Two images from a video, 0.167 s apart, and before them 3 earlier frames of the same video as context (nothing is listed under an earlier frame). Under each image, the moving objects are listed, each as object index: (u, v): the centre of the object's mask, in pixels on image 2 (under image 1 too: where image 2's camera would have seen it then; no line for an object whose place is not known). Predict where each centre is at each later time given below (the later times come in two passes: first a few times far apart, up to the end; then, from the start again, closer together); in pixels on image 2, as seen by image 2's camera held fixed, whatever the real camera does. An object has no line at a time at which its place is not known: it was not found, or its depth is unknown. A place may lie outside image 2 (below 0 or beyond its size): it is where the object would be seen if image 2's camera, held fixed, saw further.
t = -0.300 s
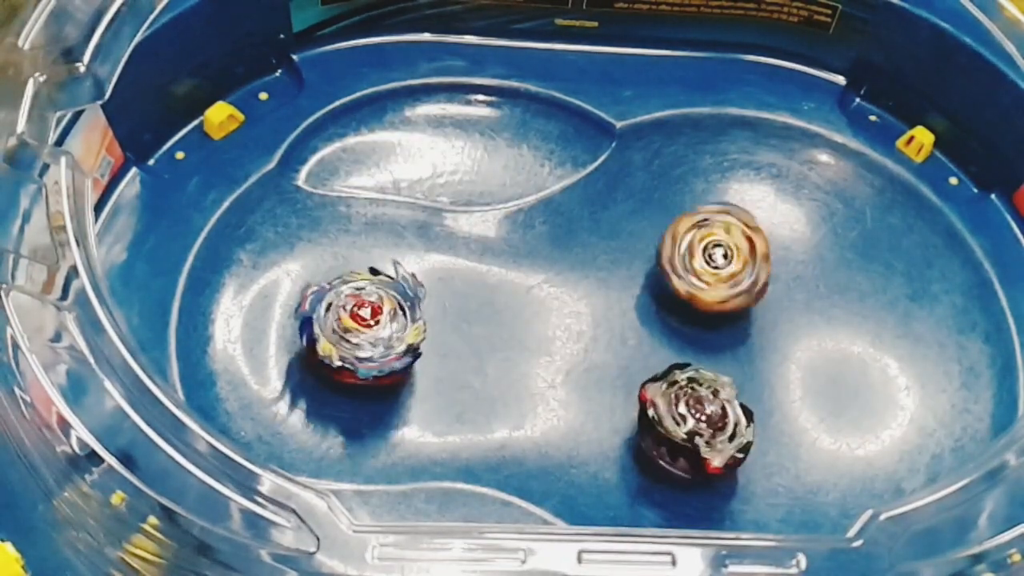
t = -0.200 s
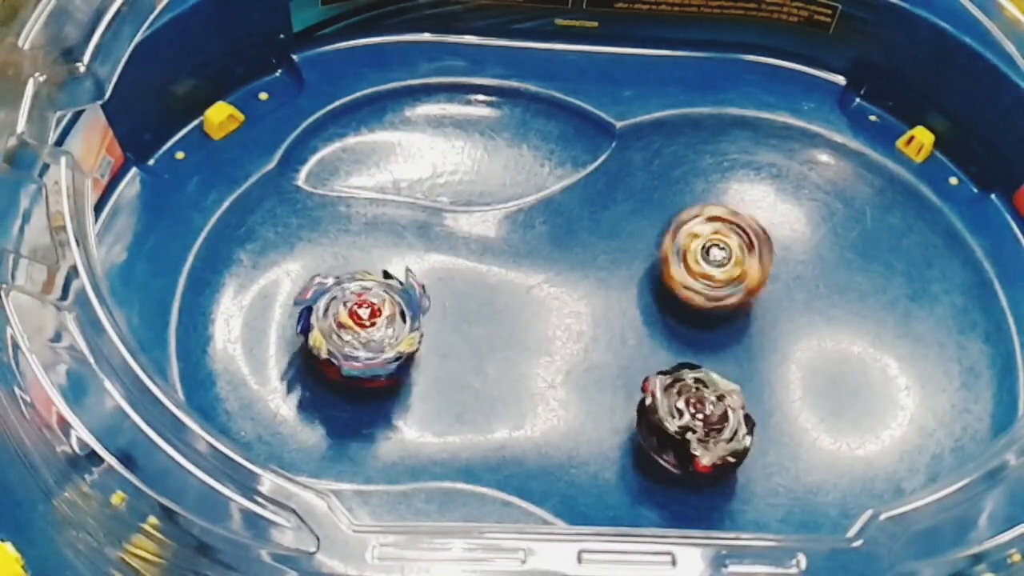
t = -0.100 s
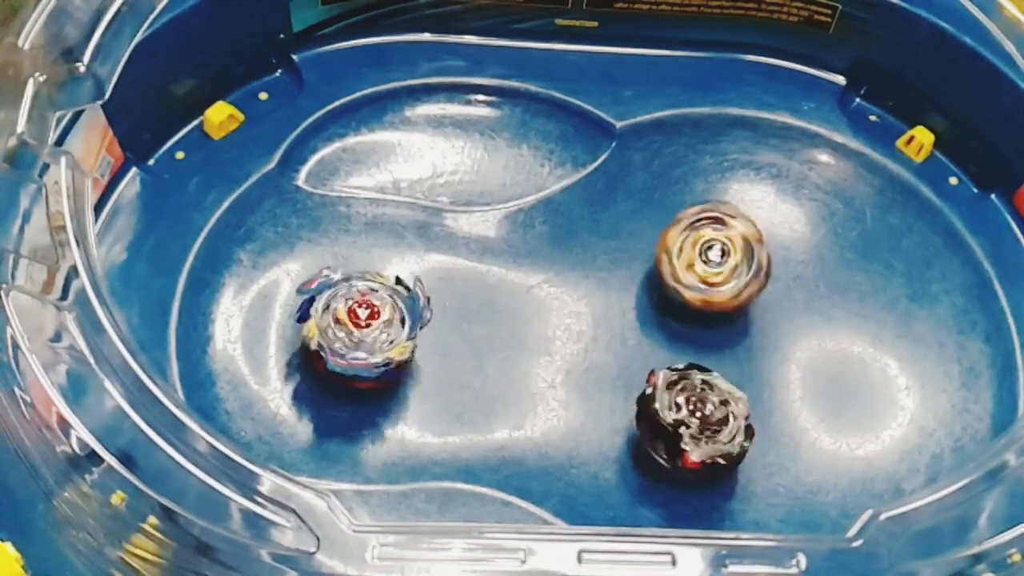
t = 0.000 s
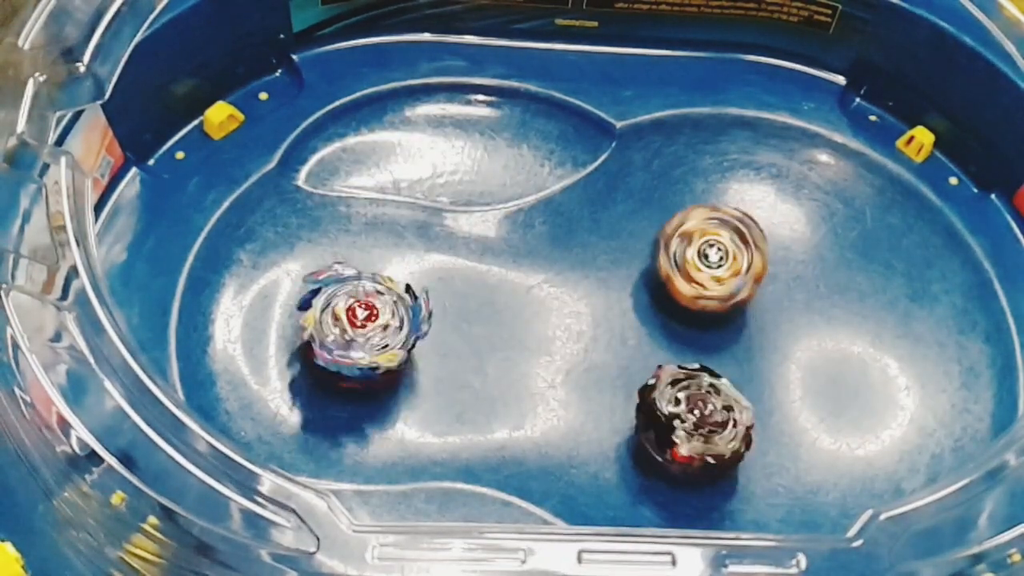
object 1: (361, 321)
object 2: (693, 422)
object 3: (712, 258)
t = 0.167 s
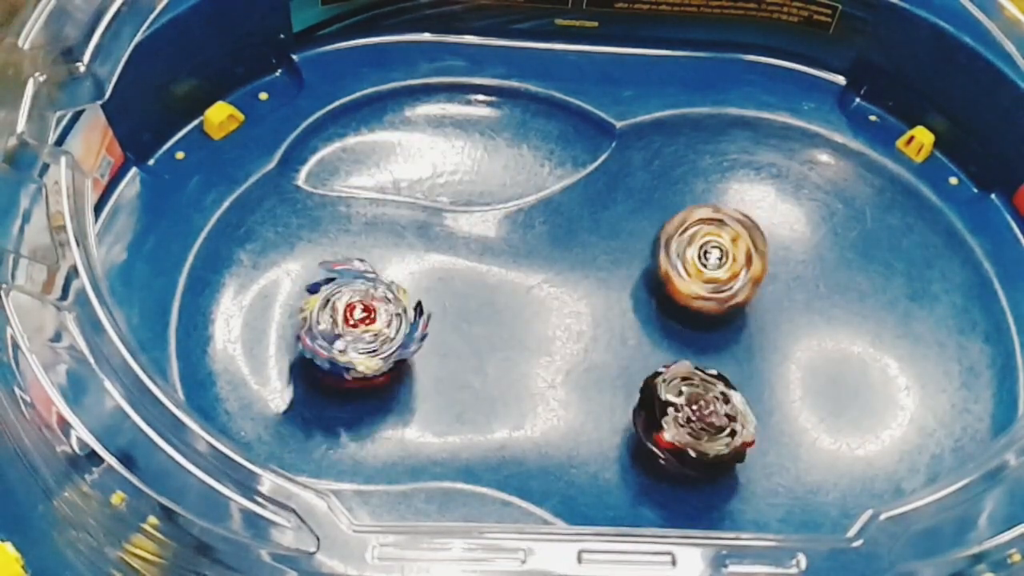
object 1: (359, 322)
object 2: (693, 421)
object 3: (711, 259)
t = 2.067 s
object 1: (333, 328)
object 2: (695, 411)
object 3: (692, 261)
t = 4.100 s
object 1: (308, 337)
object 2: (702, 399)
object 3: (672, 263)
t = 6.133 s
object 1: (309, 322)
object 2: (806, 339)
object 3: (672, 403)
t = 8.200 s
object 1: (815, 412)
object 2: (693, 315)
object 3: (825, 261)
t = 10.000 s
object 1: (803, 383)
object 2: (688, 450)
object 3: (656, 297)
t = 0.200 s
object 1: (358, 322)
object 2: (693, 421)
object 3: (711, 259)
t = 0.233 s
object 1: (358, 323)
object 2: (693, 421)
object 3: (711, 260)
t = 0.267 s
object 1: (358, 323)
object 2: (692, 421)
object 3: (711, 259)
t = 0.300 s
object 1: (357, 323)
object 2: (692, 420)
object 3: (711, 258)
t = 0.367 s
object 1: (356, 323)
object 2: (692, 420)
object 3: (708, 258)
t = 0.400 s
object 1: (356, 324)
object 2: (693, 419)
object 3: (709, 258)
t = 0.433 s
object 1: (355, 324)
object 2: (693, 420)
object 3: (708, 258)
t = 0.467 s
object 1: (354, 324)
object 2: (693, 420)
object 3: (708, 258)
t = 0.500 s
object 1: (353, 324)
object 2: (693, 419)
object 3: (707, 258)
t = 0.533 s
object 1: (353, 325)
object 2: (693, 419)
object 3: (706, 259)
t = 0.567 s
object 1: (352, 325)
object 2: (694, 419)
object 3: (707, 260)
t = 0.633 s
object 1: (351, 325)
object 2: (694, 420)
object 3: (707, 260)
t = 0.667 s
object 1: (351, 324)
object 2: (693, 420)
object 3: (707, 259)
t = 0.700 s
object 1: (350, 325)
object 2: (693, 420)
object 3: (706, 260)
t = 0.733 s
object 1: (349, 324)
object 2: (693, 420)
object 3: (706, 260)
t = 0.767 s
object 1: (350, 323)
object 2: (693, 419)
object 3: (706, 260)
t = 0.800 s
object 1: (350, 325)
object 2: (694, 419)
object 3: (706, 259)
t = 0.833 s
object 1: (349, 326)
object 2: (694, 418)
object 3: (705, 258)
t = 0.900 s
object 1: (349, 325)
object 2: (693, 419)
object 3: (704, 259)
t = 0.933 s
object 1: (348, 326)
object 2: (694, 419)
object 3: (704, 259)
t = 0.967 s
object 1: (347, 325)
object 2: (693, 419)
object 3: (703, 259)
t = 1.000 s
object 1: (347, 325)
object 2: (694, 418)
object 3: (703, 259)
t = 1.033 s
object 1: (347, 325)
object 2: (694, 418)
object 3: (702, 259)
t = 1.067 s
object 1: (347, 326)
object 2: (694, 418)
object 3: (702, 260)
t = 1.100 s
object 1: (346, 326)
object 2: (694, 418)
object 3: (702, 261)
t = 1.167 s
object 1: (345, 326)
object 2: (694, 417)
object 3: (702, 260)
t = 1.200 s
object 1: (344, 325)
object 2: (694, 417)
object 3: (701, 261)
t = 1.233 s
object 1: (344, 326)
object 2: (694, 417)
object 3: (702, 260)
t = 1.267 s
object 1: (342, 327)
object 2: (694, 414)
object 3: (702, 260)
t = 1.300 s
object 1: (342, 327)
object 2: (694, 414)
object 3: (701, 260)
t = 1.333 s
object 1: (342, 325)
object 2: (694, 415)
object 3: (701, 259)
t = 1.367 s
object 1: (341, 326)
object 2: (694, 415)
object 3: (699, 259)
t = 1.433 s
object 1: (340, 326)
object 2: (693, 415)
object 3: (698, 260)
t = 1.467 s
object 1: (339, 327)
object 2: (693, 415)
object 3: (698, 260)
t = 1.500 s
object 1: (339, 327)
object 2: (693, 415)
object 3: (698, 260)
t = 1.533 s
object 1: (338, 326)
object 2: (693, 415)
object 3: (697, 259)
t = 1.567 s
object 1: (338, 327)
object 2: (693, 415)
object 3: (696, 261)
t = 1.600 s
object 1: (338, 326)
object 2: (692, 415)
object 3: (697, 262)
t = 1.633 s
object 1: (338, 326)
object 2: (692, 415)
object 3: (697, 262)
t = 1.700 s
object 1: (338, 327)
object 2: (693, 413)
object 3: (697, 261)
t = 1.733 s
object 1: (338, 326)
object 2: (693, 414)
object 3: (696, 261)
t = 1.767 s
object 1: (338, 326)
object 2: (693, 412)
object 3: (697, 261)
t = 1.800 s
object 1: (338, 326)
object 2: (694, 412)
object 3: (696, 261)
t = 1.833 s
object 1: (337, 326)
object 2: (694, 411)
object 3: (696, 260)
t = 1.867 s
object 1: (336, 327)
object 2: (694, 412)
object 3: (695, 259)
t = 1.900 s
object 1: (336, 328)
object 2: (694, 412)
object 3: (694, 260)
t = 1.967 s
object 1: (336, 327)
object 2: (694, 411)
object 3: (694, 261)
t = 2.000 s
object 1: (335, 327)
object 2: (695, 411)
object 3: (693, 260)
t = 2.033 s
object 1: (334, 329)
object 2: (695, 411)
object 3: (693, 260)
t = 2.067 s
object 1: (333, 328)
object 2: (695, 411)
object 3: (692, 261)
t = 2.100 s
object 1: (333, 329)
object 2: (695, 411)
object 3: (692, 262)
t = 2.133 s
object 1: (332, 329)
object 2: (695, 411)
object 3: (692, 262)
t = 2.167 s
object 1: (332, 329)
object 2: (695, 410)
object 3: (692, 262)
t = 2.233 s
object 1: (330, 329)
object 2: (695, 410)
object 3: (692, 261)
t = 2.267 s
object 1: (330, 329)
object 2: (695, 410)
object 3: (692, 262)
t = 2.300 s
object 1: (329, 328)
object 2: (696, 410)
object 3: (692, 262)
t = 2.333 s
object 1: (329, 327)
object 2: (695, 410)
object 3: (692, 260)
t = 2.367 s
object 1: (328, 329)
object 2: (695, 410)
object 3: (691, 260)
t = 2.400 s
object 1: (328, 329)
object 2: (695, 410)
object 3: (689, 260)
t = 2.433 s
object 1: (327, 329)
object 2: (695, 410)
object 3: (689, 261)
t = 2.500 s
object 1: (327, 329)
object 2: (695, 411)
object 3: (688, 261)
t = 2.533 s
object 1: (327, 329)
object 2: (695, 411)
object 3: (688, 261)
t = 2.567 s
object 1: (327, 330)
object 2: (695, 410)
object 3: (687, 261)
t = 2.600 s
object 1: (326, 330)
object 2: (696, 410)
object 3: (687, 262)
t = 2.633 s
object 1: (326, 330)
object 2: (696, 410)
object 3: (687, 263)
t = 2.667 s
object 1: (326, 330)
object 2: (696, 410)
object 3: (688, 263)
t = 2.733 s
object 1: (325, 329)
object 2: (696, 408)
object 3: (687, 262)
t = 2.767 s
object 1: (325, 329)
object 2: (696, 408)
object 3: (687, 262)
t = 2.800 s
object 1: (324, 330)
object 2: (695, 409)
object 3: (686, 263)
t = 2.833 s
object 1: (324, 330)
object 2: (696, 408)
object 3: (687, 261)
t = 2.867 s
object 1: (324, 330)
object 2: (696, 406)
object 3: (686, 261)
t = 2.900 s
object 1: (323, 330)
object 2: (696, 406)
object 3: (685, 261)
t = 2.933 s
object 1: (323, 331)
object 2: (696, 407)
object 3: (684, 262)
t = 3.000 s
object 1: (322, 330)
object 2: (696, 407)
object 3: (683, 262)
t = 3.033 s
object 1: (321, 330)
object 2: (696, 407)
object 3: (683, 262)
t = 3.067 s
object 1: (320, 331)
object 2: (696, 406)
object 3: (683, 261)
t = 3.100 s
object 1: (320, 331)
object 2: (696, 406)
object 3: (682, 263)
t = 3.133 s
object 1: (319, 331)
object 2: (696, 406)
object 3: (682, 264)
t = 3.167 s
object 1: (318, 331)
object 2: (697, 405)
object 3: (682, 264)
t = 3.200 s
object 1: (318, 330)
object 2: (697, 405)
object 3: (682, 263)
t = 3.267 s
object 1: (317, 331)
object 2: (697, 405)
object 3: (681, 263)
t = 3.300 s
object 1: (316, 331)
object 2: (698, 404)
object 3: (681, 264)
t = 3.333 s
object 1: (316, 331)
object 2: (698, 404)
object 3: (681, 264)
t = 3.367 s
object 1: (315, 331)
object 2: (698, 404)
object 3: (681, 263)
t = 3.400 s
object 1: (315, 331)
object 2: (698, 404)
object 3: (680, 262)
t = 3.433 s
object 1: (315, 331)
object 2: (698, 404)
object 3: (679, 262)
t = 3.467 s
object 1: (315, 331)
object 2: (698, 404)
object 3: (678, 264)
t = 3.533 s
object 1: (315, 333)
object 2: (699, 404)
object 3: (678, 262)
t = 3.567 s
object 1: (315, 332)
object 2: (698, 404)
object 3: (677, 263)
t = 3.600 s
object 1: (314, 334)
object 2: (699, 402)
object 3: (677, 263)
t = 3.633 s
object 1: (314, 334)
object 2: (700, 402)
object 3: (677, 265)
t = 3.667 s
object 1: (314, 333)
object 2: (700, 403)
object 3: (677, 265)
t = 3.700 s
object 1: (313, 334)
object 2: (700, 402)
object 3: (677, 264)
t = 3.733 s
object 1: (311, 335)
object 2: (700, 402)
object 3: (677, 264)
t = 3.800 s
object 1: (311, 335)
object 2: (700, 402)
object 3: (676, 265)
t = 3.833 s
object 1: (311, 336)
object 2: (700, 403)
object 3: (677, 264)
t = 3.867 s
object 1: (311, 336)
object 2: (700, 402)
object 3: (676, 263)
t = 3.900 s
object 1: (310, 336)
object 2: (700, 403)
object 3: (676, 263)
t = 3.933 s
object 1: (310, 336)
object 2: (701, 402)
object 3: (674, 263)
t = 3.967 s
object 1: (309, 336)
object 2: (701, 402)
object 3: (673, 264)
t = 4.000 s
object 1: (309, 335)
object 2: (701, 401)
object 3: (674, 264)
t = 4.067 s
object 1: (308, 337)
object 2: (701, 401)
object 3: (673, 263)
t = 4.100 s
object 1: (308, 337)
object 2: (702, 399)
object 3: (672, 263)
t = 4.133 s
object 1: (308, 336)
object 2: (702, 400)
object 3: (672, 265)
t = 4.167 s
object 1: (308, 337)
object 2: (702, 401)
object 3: (672, 266)
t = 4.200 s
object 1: (307, 336)
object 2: (702, 398)
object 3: (672, 265)
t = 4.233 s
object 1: (308, 336)
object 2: (701, 400)
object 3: (672, 265)
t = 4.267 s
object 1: (308, 336)
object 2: (702, 397)
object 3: (672, 265)
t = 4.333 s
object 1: (307, 337)
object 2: (702, 398)
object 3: (671, 266)
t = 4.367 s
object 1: (307, 335)
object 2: (702, 398)
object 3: (671, 264)
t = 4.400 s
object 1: (307, 336)
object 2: (701, 398)
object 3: (670, 265)
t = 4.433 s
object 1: (306, 336)
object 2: (702, 397)
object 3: (670, 264)
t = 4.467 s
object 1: (306, 336)
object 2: (702, 398)
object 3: (669, 264)
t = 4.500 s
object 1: (306, 337)
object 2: (703, 397)
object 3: (669, 265)
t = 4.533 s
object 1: (305, 336)
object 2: (702, 399)
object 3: (668, 265)
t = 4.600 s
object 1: (304, 336)
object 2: (704, 397)
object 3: (667, 265)
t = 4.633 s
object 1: (304, 338)
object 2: (704, 397)
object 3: (667, 266)
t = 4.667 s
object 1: (303, 338)
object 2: (704, 396)
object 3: (666, 267)
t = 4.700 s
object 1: (303, 338)
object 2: (704, 396)
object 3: (667, 267)
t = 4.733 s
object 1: (302, 338)
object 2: (704, 396)
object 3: (667, 266)
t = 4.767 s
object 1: (302, 339)
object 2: (703, 397)
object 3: (667, 266)
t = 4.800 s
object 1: (302, 339)
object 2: (704, 396)
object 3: (666, 266)
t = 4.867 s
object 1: (301, 339)
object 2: (706, 395)
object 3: (666, 266)
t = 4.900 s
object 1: (301, 339)
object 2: (705, 396)
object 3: (666, 265)
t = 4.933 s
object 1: (300, 339)
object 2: (706, 394)
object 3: (665, 265)
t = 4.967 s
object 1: (300, 339)
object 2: (706, 396)
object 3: (664, 265)
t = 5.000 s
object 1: (299, 340)
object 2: (707, 393)
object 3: (663, 266)
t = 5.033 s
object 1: (299, 340)
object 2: (707, 394)
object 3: (663, 266)
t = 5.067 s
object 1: (299, 340)
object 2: (707, 395)
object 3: (663, 266)
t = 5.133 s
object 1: (299, 339)
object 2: (707, 395)
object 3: (661, 266)
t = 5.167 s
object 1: (299, 339)
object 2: (707, 395)
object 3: (661, 267)
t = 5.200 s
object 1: (299, 341)
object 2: (708, 395)
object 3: (659, 266)
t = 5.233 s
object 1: (296, 346)
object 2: (718, 389)
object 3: (648, 270)
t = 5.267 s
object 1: (292, 352)
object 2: (723, 388)
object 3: (638, 274)
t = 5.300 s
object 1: (295, 356)
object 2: (731, 389)
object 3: (628, 276)
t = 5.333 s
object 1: (298, 361)
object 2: (742, 388)
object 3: (617, 280)
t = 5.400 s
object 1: (315, 365)
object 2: (761, 392)
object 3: (594, 290)
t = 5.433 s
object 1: (325, 368)
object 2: (771, 393)
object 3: (584, 296)
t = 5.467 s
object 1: (337, 366)
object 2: (781, 396)
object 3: (573, 302)
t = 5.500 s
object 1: (351, 364)
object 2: (788, 397)
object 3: (563, 307)
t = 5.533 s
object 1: (365, 361)
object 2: (795, 399)
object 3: (552, 311)
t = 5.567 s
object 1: (380, 357)
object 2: (800, 402)
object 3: (540, 317)
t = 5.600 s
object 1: (394, 352)
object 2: (799, 406)
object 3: (530, 323)
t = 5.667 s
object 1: (371, 361)
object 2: (797, 403)
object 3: (555, 323)
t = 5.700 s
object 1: (351, 365)
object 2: (796, 402)
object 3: (576, 322)
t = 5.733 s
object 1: (335, 366)
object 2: (796, 401)
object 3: (593, 323)
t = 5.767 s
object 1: (324, 365)
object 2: (793, 398)
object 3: (605, 327)
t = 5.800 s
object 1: (314, 362)
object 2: (790, 395)
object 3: (614, 332)
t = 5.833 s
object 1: (303, 357)
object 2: (788, 389)
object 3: (619, 339)
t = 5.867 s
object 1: (291, 353)
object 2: (786, 382)
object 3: (624, 345)
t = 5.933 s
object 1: (273, 345)
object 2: (786, 371)
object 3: (635, 359)
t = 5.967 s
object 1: (274, 343)
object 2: (788, 363)
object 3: (642, 368)
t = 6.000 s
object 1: (273, 340)
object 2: (791, 355)
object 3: (648, 376)
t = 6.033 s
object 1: (280, 340)
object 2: (794, 352)
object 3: (655, 383)
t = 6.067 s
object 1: (284, 336)
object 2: (799, 345)
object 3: (661, 391)
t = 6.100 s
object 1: (295, 328)
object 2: (802, 341)
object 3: (666, 397)
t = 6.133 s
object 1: (309, 322)
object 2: (806, 339)
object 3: (672, 403)
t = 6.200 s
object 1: (331, 316)
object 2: (807, 338)
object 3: (683, 414)
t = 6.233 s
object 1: (341, 313)
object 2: (806, 337)
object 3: (688, 418)
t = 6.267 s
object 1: (355, 310)
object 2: (802, 335)
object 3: (692, 421)
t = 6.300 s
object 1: (368, 310)
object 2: (797, 336)
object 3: (697, 422)
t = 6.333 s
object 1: (381, 313)
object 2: (796, 337)
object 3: (703, 426)
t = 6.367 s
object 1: (392, 318)
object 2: (793, 337)
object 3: (707, 427)
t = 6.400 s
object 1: (401, 323)
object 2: (784, 339)
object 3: (711, 426)
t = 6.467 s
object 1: (415, 340)
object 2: (771, 336)
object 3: (723, 427)
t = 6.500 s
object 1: (421, 347)
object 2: (766, 334)
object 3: (727, 427)
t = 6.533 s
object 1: (428, 354)
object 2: (764, 329)
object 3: (731, 430)
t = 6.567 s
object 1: (431, 362)
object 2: (766, 286)
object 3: (734, 472)
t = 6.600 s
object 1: (435, 370)
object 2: (766, 255)
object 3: (734, 489)
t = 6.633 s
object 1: (437, 381)
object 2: (761, 229)
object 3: (729, 493)
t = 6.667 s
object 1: (437, 390)
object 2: (754, 210)
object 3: (722, 497)
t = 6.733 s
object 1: (436, 406)
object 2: (730, 200)
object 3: (706, 493)
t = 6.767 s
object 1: (433, 414)
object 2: (723, 200)
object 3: (698, 491)
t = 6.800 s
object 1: (429, 422)
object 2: (720, 198)
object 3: (693, 487)
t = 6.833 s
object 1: (425, 428)
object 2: (713, 202)
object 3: (687, 481)
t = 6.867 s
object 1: (425, 428)
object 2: (702, 210)
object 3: (687, 475)
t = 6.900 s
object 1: (429, 425)
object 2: (692, 220)
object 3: (686, 465)
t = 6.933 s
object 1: (429, 420)
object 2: (687, 229)
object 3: (688, 460)
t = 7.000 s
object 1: (433, 402)
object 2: (684, 251)
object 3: (692, 447)
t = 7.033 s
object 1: (434, 393)
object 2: (675, 272)
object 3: (698, 441)
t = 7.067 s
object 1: (436, 384)
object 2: (669, 286)
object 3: (704, 432)
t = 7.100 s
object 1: (441, 373)
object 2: (667, 302)
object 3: (712, 424)
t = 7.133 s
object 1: (446, 365)
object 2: (664, 316)
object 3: (720, 417)
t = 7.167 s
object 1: (454, 358)
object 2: (654, 313)
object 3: (737, 420)
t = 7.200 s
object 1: (464, 353)
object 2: (641, 311)
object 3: (754, 424)
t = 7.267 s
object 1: (482, 351)
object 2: (620, 304)
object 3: (779, 417)
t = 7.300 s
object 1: (491, 353)
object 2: (618, 295)
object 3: (787, 410)
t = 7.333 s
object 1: (497, 357)
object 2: (621, 288)
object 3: (792, 402)
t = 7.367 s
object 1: (504, 362)
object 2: (623, 285)
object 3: (798, 394)
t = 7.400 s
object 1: (512, 366)
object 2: (627, 285)
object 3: (805, 385)
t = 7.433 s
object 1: (523, 372)
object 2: (628, 295)
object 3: (809, 377)
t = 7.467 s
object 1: (535, 378)
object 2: (635, 299)
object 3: (813, 369)
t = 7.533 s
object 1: (562, 393)
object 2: (645, 300)
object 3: (822, 354)
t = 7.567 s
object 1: (576, 403)
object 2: (653, 294)
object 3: (823, 350)
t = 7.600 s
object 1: (593, 410)
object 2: (661, 290)
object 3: (824, 343)
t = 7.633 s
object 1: (610, 418)
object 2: (674, 286)
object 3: (826, 338)
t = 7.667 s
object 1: (628, 427)
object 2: (685, 289)
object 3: (824, 334)
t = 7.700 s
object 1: (648, 428)
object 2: (691, 295)
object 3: (820, 328)
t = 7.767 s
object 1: (686, 435)
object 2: (691, 303)
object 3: (817, 320)
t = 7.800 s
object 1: (703, 439)
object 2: (688, 304)
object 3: (817, 316)
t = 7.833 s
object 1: (718, 443)
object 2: (688, 305)
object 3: (816, 312)
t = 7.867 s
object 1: (736, 440)
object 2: (689, 305)
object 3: (816, 310)
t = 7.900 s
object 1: (753, 439)
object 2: (676, 304)
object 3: (824, 309)
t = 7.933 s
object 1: (770, 433)
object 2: (668, 301)
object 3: (830, 305)
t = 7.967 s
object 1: (786, 429)
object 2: (666, 301)
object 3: (832, 304)
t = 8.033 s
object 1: (811, 415)
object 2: (675, 311)
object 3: (826, 299)
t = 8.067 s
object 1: (813, 414)
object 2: (684, 313)
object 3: (819, 292)
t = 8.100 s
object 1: (813, 406)
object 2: (692, 314)
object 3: (814, 284)
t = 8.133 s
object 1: (813, 404)
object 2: (697, 310)
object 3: (819, 277)
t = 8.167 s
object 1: (813, 409)
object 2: (696, 313)
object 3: (821, 267)
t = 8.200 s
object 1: (815, 412)
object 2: (693, 315)
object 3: (825, 261)
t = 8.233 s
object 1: (816, 414)
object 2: (691, 315)
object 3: (821, 260)
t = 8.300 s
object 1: (815, 412)
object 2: (694, 315)
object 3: (814, 264)
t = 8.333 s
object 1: (813, 409)
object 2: (696, 314)
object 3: (806, 265)
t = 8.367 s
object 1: (810, 405)
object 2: (688, 318)
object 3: (806, 265)
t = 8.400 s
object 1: (807, 397)
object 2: (668, 326)
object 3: (811, 261)
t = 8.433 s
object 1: (809, 387)
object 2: (649, 331)
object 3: (810, 262)
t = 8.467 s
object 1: (815, 381)
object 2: (642, 329)
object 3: (805, 263)
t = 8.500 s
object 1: (819, 379)
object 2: (641, 332)
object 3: (801, 266)
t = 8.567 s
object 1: (827, 377)
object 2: (645, 340)
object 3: (790, 269)
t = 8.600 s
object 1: (826, 377)
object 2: (649, 343)
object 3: (781, 268)
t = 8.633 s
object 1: (823, 377)
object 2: (654, 348)
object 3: (775, 271)
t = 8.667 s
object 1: (818, 379)
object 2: (661, 351)
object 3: (766, 271)
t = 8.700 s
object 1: (812, 382)
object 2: (669, 352)
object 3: (760, 273)
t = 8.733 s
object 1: (805, 387)
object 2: (672, 352)
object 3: (751, 273)
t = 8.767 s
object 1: (802, 392)
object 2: (663, 363)
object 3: (749, 265)
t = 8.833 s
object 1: (802, 400)
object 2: (656, 371)
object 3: (744, 265)
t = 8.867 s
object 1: (801, 399)
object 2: (657, 372)
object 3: (738, 270)
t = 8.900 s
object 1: (801, 395)
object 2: (658, 373)
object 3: (730, 274)
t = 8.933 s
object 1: (802, 391)
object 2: (658, 374)
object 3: (723, 279)
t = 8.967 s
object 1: (804, 387)
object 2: (659, 383)
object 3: (717, 279)
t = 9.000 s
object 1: (807, 383)
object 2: (661, 392)
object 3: (711, 278)
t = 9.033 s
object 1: (810, 381)
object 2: (664, 394)
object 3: (708, 281)
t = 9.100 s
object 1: (808, 382)
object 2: (664, 398)
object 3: (696, 292)
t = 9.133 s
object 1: (804, 385)
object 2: (662, 402)
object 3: (693, 292)
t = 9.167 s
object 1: (803, 388)
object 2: (661, 404)
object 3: (688, 294)
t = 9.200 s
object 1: (801, 391)
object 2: (663, 407)
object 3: (684, 296)
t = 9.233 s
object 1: (799, 393)
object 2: (665, 414)
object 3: (682, 294)
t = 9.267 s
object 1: (799, 395)
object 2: (665, 415)
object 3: (681, 297)
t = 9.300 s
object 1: (799, 395)
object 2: (664, 417)
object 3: (676, 301)
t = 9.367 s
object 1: (801, 391)
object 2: (664, 423)
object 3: (669, 309)
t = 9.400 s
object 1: (801, 390)
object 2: (669, 429)
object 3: (665, 305)
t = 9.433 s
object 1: (801, 387)
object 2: (674, 441)
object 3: (663, 303)
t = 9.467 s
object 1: (803, 385)
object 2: (678, 442)
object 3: (664, 305)
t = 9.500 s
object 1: (804, 383)
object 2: (681, 439)
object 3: (661, 309)
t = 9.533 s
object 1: (804, 383)
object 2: (680, 439)
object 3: (659, 315)
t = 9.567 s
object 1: (802, 384)
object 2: (679, 438)
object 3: (658, 319)
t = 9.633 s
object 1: (802, 385)
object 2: (679, 440)
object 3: (655, 322)
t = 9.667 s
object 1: (802, 385)
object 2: (680, 440)
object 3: (656, 323)
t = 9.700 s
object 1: (804, 383)
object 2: (686, 448)
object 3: (654, 314)
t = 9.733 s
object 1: (803, 384)
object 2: (690, 453)
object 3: (651, 306)
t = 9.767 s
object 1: (804, 383)
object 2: (691, 452)
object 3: (653, 302)
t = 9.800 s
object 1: (804, 383)
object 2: (691, 451)
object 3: (653, 300)
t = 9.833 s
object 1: (803, 383)
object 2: (691, 451)
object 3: (652, 301)
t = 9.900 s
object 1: (804, 383)
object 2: (689, 451)
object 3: (654, 299)
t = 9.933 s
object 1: (803, 384)
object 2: (687, 450)
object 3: (654, 298)
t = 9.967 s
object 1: (803, 384)
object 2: (687, 450)
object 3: (656, 298)
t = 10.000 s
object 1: (803, 383)
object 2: (688, 450)
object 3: (656, 297)
